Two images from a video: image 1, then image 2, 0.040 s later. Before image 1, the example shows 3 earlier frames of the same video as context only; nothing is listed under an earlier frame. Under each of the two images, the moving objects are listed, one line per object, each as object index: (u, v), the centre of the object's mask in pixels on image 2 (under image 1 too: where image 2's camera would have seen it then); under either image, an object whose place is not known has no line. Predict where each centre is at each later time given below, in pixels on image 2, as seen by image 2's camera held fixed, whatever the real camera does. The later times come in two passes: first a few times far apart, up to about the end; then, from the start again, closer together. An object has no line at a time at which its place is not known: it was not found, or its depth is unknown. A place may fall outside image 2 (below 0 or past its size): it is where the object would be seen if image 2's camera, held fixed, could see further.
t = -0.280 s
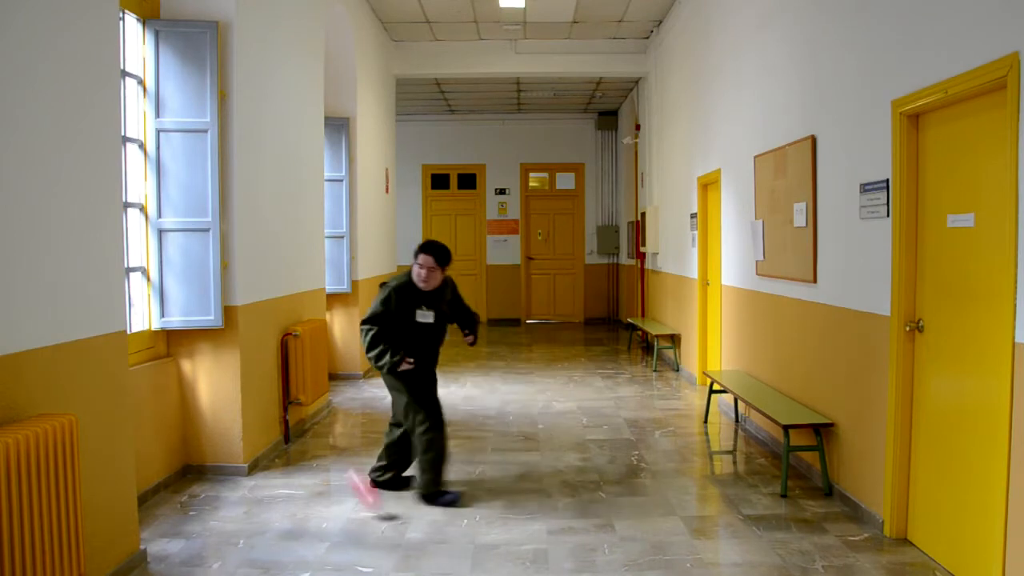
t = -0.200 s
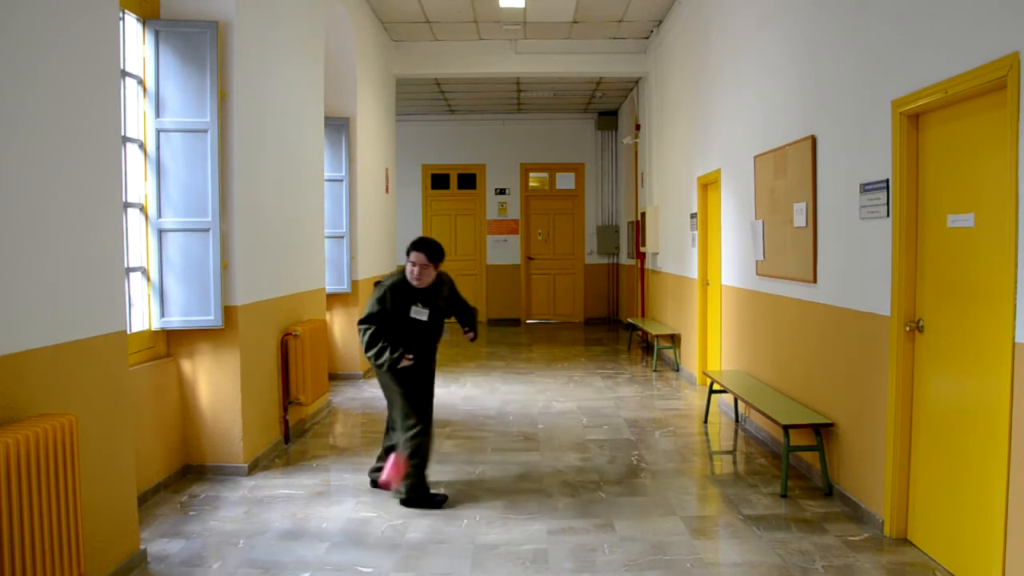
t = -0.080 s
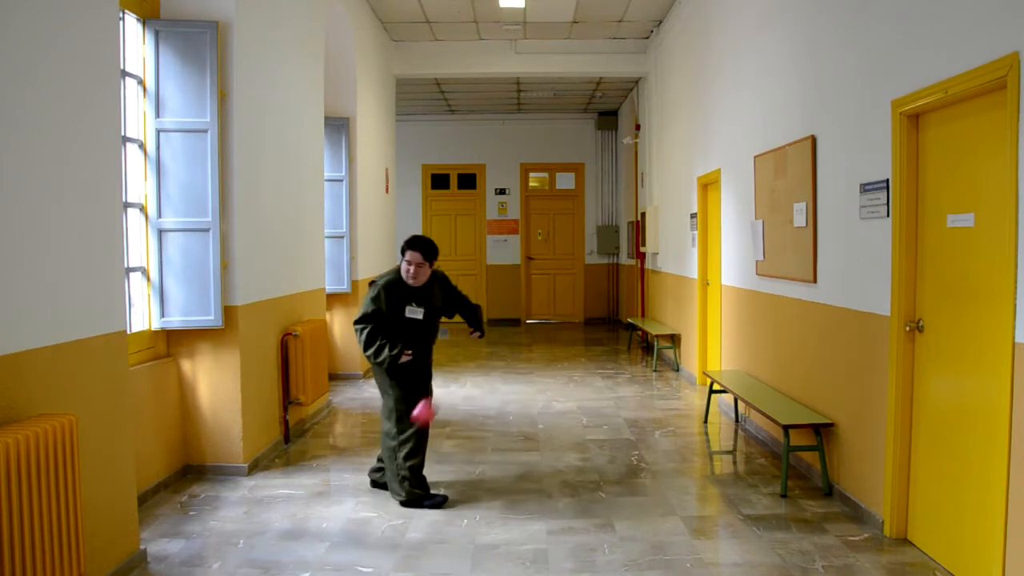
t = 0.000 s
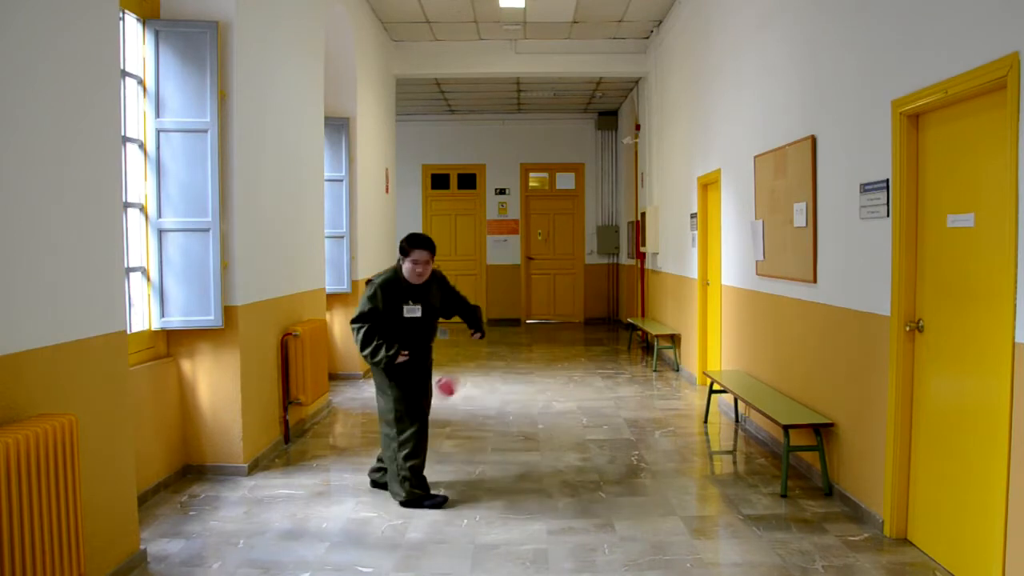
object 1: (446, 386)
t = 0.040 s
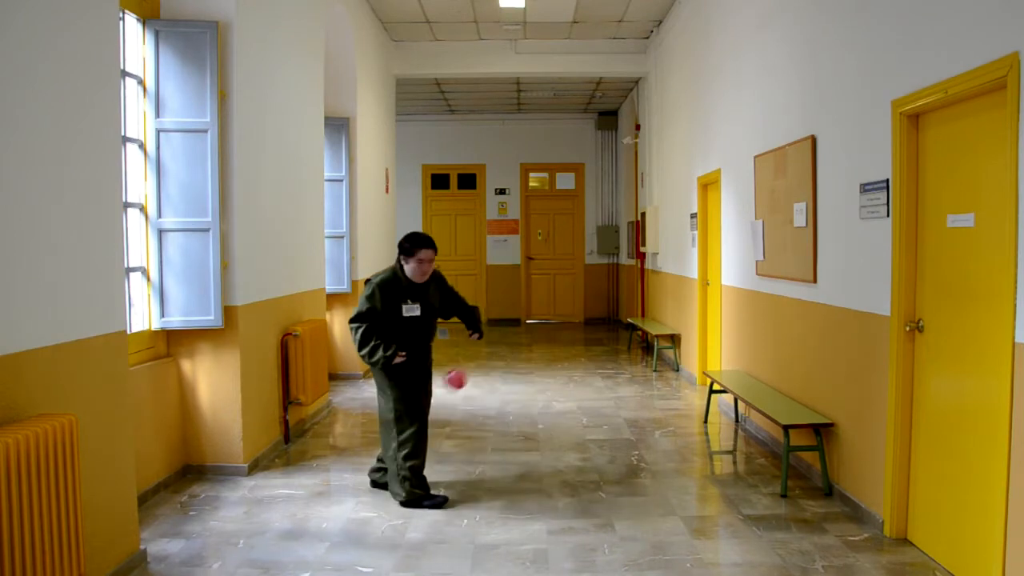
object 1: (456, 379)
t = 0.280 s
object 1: (510, 389)
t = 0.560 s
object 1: (565, 448)
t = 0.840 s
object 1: (601, 409)
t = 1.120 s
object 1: (634, 433)
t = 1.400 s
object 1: (660, 423)
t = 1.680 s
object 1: (681, 412)
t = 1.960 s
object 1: (699, 412)
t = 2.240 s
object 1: (714, 411)
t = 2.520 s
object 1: (719, 416)
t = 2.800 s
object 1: (707, 418)
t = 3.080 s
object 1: (702, 420)
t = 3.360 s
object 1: (696, 420)
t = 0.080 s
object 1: (465, 374)
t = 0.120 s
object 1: (475, 372)
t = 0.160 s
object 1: (483, 373)
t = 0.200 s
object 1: (493, 376)
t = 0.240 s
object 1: (502, 381)
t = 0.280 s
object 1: (510, 389)
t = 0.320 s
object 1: (520, 401)
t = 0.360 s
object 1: (529, 415)
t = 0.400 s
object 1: (537, 430)
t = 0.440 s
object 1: (545, 447)
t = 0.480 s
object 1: (553, 469)
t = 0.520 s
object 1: (559, 466)
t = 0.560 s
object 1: (565, 448)
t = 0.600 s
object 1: (570, 436)
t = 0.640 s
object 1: (575, 426)
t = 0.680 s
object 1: (581, 417)
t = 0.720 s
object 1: (586, 412)
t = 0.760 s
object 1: (591, 408)
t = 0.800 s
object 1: (597, 407)
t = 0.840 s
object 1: (601, 409)
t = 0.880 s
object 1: (606, 413)
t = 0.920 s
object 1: (611, 419)
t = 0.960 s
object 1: (616, 427)
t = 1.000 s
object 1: (621, 438)
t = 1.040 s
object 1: (626, 451)
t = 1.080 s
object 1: (630, 444)
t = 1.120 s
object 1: (634, 433)
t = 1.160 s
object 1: (637, 426)
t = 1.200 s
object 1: (641, 420)
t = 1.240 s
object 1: (645, 416)
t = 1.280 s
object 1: (648, 415)
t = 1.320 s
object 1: (652, 415)
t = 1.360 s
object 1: (656, 418)
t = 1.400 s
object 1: (660, 423)
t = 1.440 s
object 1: (663, 429)
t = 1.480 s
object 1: (666, 437)
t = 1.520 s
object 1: (669, 430)
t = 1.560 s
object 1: (673, 423)
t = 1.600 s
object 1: (676, 417)
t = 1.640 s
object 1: (679, 414)
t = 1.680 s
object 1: (681, 412)
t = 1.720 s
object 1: (684, 413)
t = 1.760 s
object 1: (687, 415)
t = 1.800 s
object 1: (690, 420)
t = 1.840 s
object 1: (692, 426)
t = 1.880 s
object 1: (695, 422)
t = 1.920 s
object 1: (697, 416)
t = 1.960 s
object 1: (699, 412)
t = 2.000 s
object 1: (701, 410)
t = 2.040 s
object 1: (704, 410)
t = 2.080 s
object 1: (706, 411)
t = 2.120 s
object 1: (708, 414)
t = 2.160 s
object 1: (710, 419)
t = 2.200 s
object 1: (712, 416)
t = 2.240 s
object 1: (714, 411)
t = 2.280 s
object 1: (717, 409)
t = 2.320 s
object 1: (720, 409)
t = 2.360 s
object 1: (723, 411)
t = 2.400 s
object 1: (727, 415)
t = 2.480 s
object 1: (722, 414)
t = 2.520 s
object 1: (719, 416)
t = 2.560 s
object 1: (715, 417)
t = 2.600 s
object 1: (713, 416)
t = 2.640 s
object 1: (711, 417)
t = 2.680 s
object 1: (710, 418)
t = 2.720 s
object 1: (709, 418)
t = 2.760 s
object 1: (708, 419)
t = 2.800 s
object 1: (707, 418)
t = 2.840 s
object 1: (707, 418)
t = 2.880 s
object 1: (706, 419)
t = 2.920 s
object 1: (705, 419)
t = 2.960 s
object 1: (704, 420)
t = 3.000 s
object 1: (704, 419)
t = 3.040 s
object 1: (703, 420)
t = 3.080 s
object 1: (702, 420)
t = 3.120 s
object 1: (701, 420)
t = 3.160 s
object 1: (700, 420)
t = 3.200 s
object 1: (699, 420)
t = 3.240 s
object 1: (699, 420)
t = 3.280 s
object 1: (698, 421)
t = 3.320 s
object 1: (697, 420)
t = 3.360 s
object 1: (696, 420)
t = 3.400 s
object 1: (695, 420)
